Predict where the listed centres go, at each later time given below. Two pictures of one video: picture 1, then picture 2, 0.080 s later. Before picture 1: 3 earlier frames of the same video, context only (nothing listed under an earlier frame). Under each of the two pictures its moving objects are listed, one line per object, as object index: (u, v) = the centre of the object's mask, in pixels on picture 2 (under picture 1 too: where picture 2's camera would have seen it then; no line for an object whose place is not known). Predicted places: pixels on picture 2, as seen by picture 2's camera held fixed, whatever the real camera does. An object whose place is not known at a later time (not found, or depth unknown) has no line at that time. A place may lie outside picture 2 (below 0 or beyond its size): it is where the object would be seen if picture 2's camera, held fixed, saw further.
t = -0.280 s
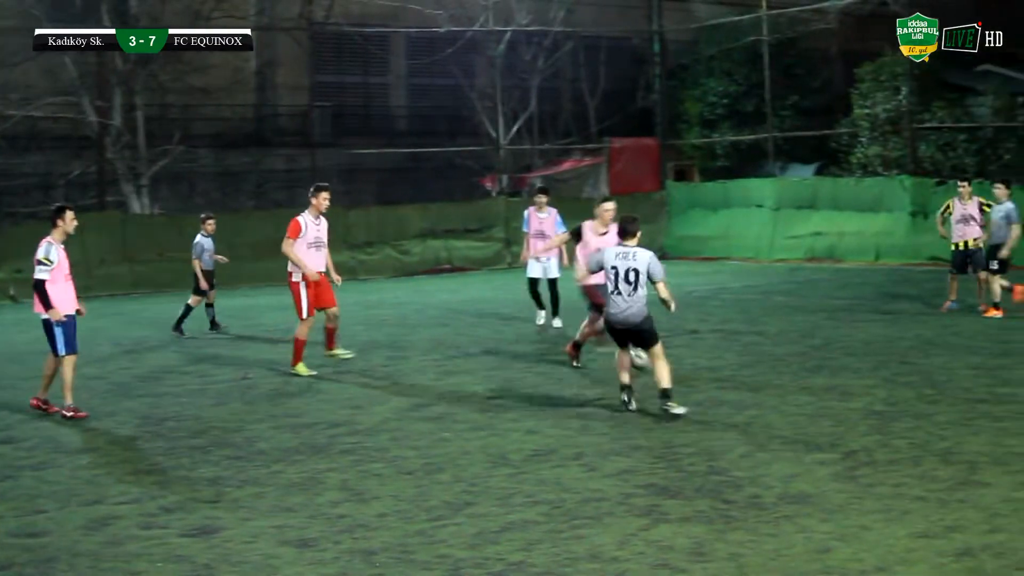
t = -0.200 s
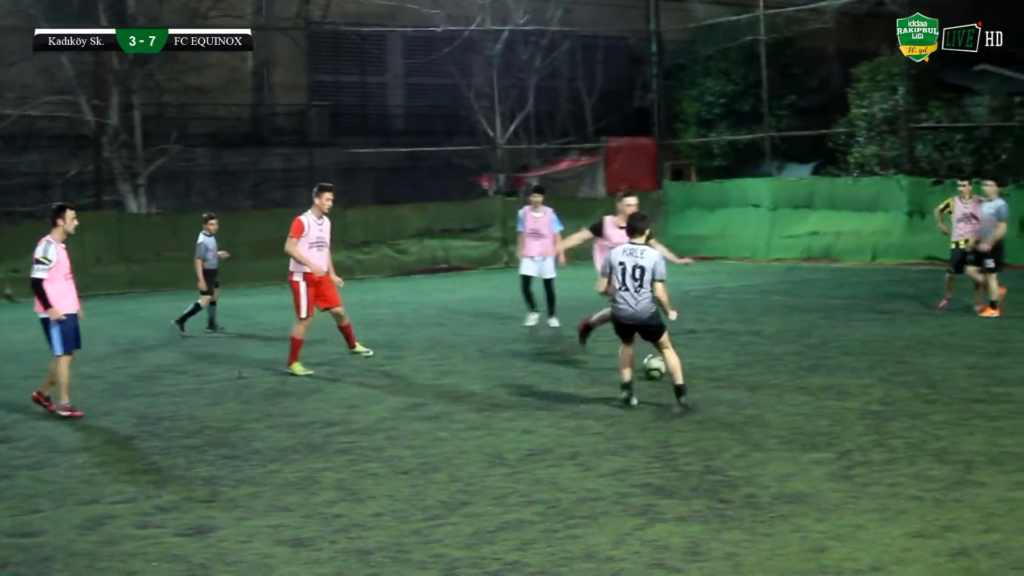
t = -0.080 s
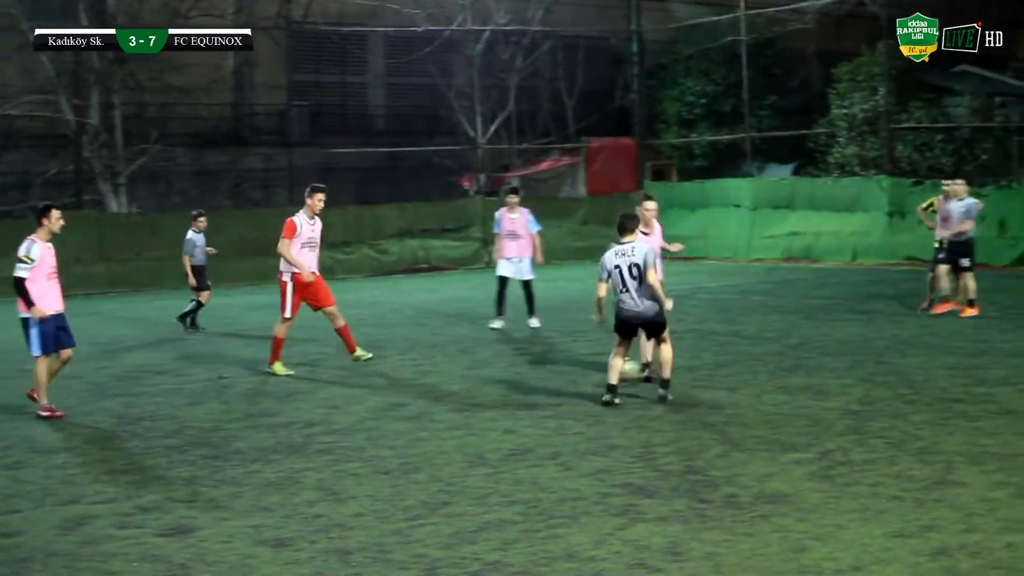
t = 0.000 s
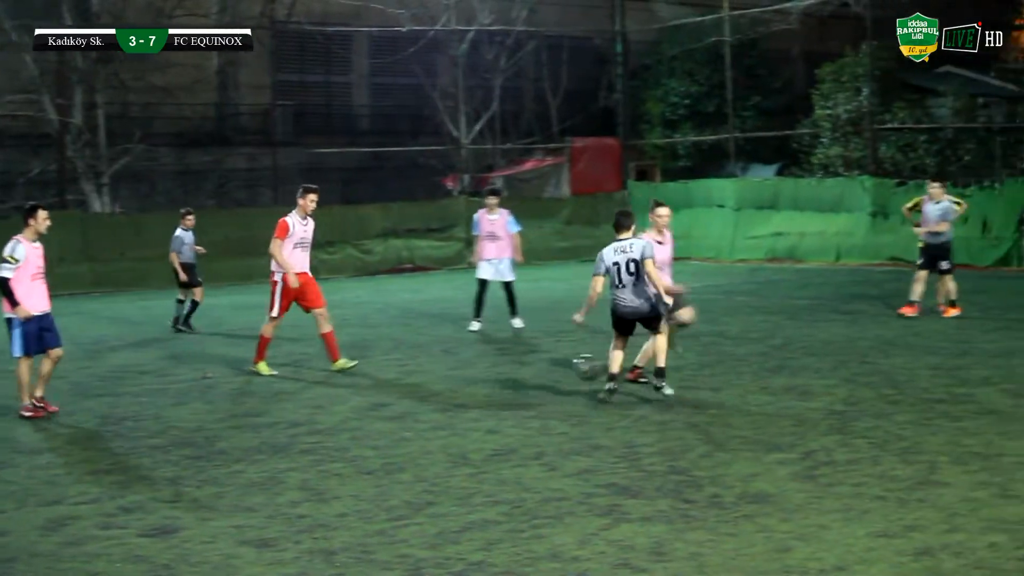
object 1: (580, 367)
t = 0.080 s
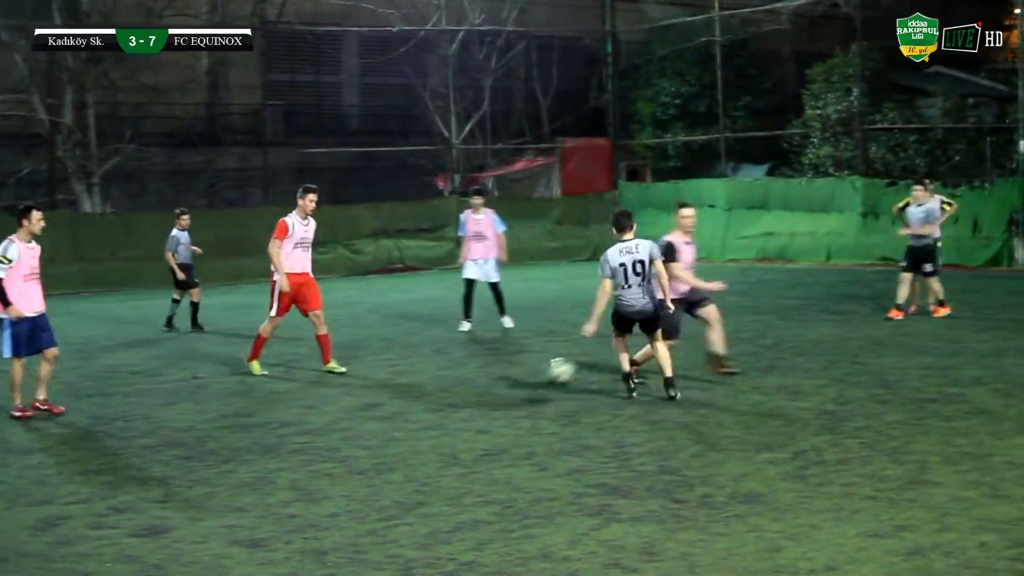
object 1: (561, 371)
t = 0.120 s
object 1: (548, 376)
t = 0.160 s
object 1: (539, 383)
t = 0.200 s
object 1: (526, 394)
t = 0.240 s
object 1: (514, 406)
